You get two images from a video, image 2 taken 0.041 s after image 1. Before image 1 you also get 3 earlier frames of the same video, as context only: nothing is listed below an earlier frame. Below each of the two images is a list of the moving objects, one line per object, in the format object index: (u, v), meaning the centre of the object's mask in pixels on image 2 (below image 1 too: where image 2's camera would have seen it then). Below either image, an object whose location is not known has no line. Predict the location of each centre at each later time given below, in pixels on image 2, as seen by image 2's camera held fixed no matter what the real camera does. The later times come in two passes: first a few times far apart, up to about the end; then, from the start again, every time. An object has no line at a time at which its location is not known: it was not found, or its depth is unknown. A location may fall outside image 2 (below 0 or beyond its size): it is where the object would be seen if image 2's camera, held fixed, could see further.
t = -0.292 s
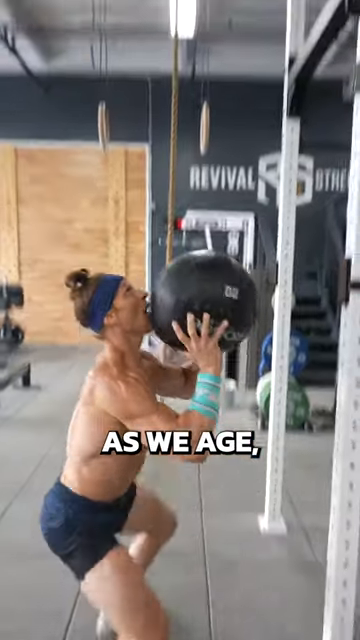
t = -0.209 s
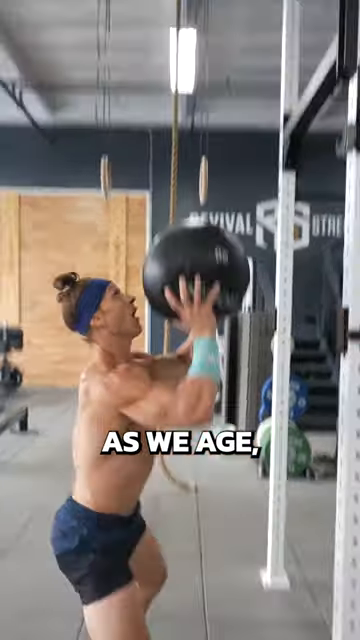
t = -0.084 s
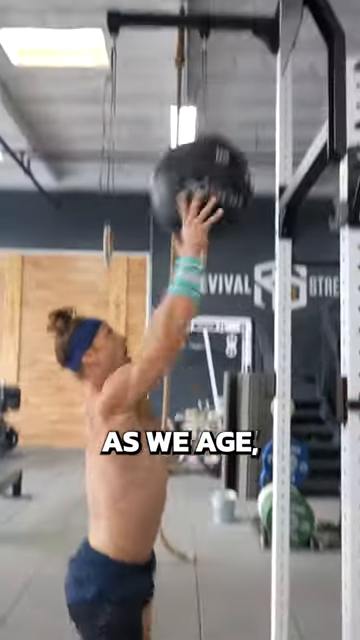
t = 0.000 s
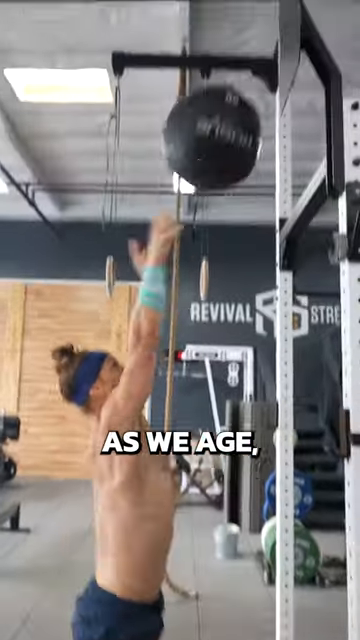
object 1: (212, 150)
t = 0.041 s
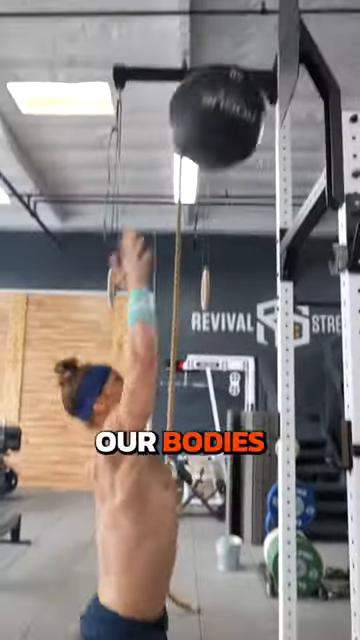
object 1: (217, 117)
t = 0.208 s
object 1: (234, 32)
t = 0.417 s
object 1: (243, 12)
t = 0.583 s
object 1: (237, 60)
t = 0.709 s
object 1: (229, 140)
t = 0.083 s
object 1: (222, 88)
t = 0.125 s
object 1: (226, 66)
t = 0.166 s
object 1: (230, 47)
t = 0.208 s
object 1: (234, 32)
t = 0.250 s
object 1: (238, 21)
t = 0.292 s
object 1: (241, 13)
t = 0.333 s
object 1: (243, 10)
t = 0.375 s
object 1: (244, 9)
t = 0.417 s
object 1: (243, 12)
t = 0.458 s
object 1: (241, 18)
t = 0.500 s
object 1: (240, 28)
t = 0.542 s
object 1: (238, 42)
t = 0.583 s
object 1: (237, 60)
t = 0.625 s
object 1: (234, 83)
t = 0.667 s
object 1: (231, 109)
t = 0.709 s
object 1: (229, 140)
